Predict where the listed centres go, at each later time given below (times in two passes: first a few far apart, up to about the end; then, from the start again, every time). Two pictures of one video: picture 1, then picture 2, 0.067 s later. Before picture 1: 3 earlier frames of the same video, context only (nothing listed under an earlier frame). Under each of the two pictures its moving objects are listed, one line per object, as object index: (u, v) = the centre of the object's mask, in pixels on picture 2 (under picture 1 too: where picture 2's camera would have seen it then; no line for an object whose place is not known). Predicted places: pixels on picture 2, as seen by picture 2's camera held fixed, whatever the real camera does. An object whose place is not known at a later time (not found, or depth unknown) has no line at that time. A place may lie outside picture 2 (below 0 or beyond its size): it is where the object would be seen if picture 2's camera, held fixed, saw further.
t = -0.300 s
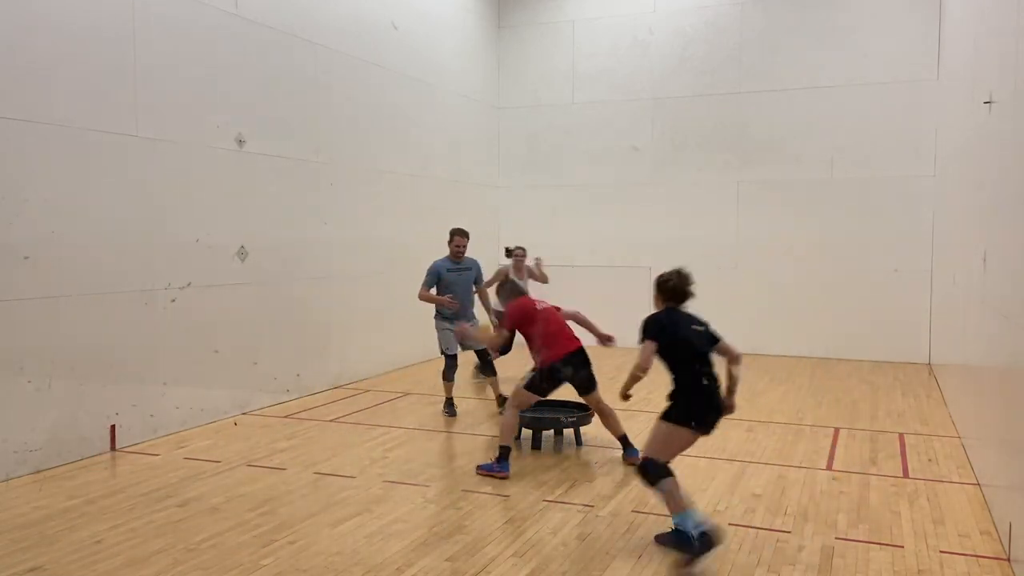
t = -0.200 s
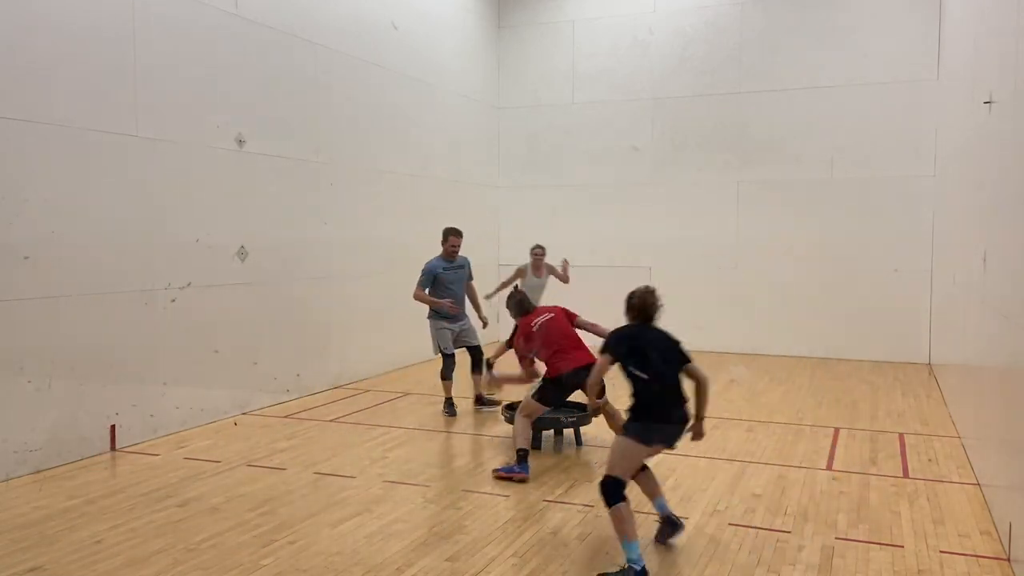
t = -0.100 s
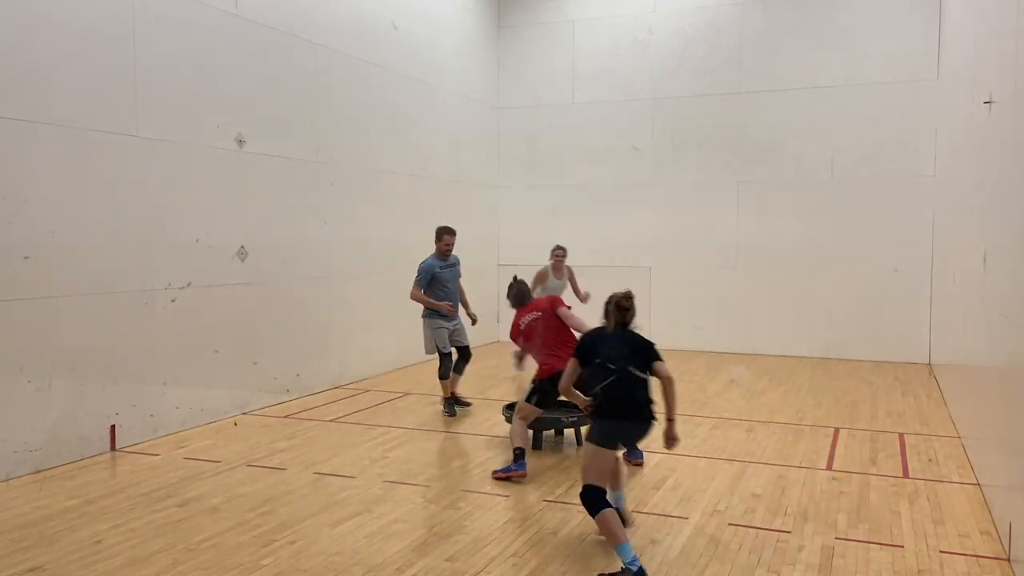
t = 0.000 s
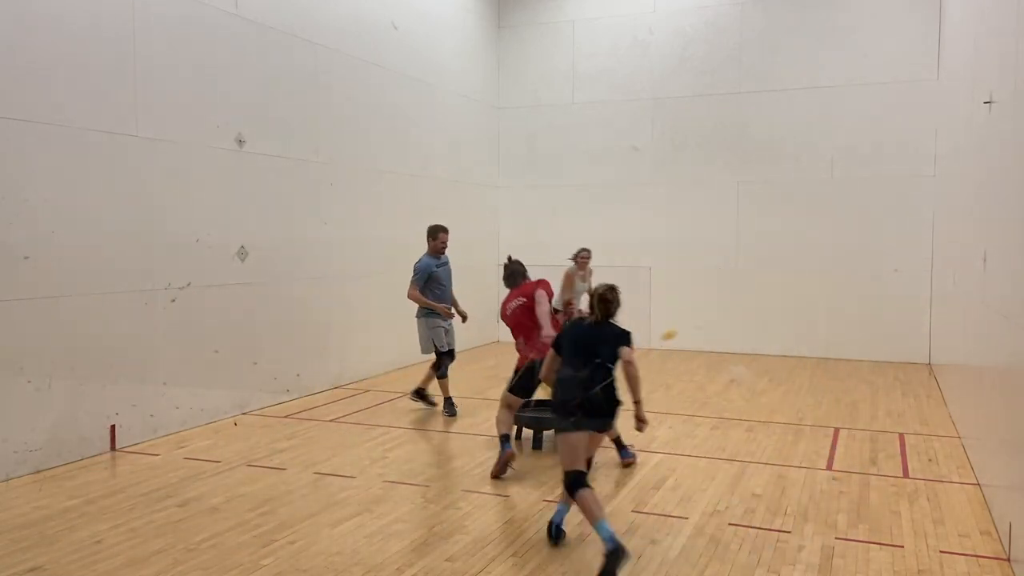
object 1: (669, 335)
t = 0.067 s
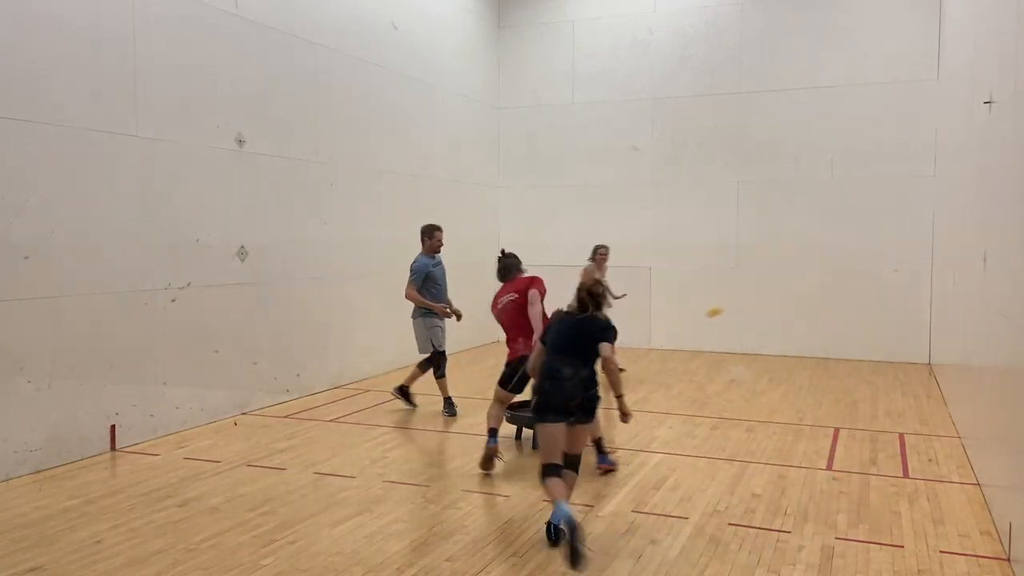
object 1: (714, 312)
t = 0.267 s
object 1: (834, 282)
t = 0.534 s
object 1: (925, 298)
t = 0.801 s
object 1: (845, 320)
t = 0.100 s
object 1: (736, 303)
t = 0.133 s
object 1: (757, 296)
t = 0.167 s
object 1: (777, 290)
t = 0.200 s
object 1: (796, 286)
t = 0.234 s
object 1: (815, 283)
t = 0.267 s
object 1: (834, 282)
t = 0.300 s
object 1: (852, 281)
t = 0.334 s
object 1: (869, 282)
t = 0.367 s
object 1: (886, 285)
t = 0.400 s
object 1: (901, 287)
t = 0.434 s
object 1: (916, 291)
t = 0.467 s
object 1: (931, 297)
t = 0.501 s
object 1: (938, 299)
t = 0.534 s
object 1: (925, 298)
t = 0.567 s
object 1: (913, 298)
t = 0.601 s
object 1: (903, 299)
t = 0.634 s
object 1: (892, 300)
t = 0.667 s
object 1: (882, 303)
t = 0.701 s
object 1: (873, 306)
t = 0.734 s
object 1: (863, 310)
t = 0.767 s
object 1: (854, 315)
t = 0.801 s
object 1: (845, 320)
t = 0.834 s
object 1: (837, 327)
